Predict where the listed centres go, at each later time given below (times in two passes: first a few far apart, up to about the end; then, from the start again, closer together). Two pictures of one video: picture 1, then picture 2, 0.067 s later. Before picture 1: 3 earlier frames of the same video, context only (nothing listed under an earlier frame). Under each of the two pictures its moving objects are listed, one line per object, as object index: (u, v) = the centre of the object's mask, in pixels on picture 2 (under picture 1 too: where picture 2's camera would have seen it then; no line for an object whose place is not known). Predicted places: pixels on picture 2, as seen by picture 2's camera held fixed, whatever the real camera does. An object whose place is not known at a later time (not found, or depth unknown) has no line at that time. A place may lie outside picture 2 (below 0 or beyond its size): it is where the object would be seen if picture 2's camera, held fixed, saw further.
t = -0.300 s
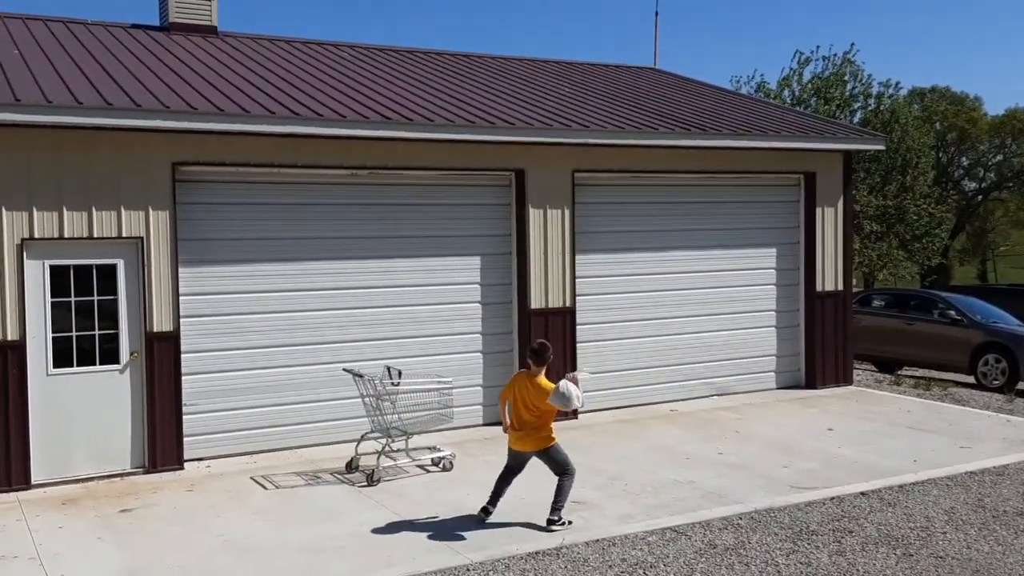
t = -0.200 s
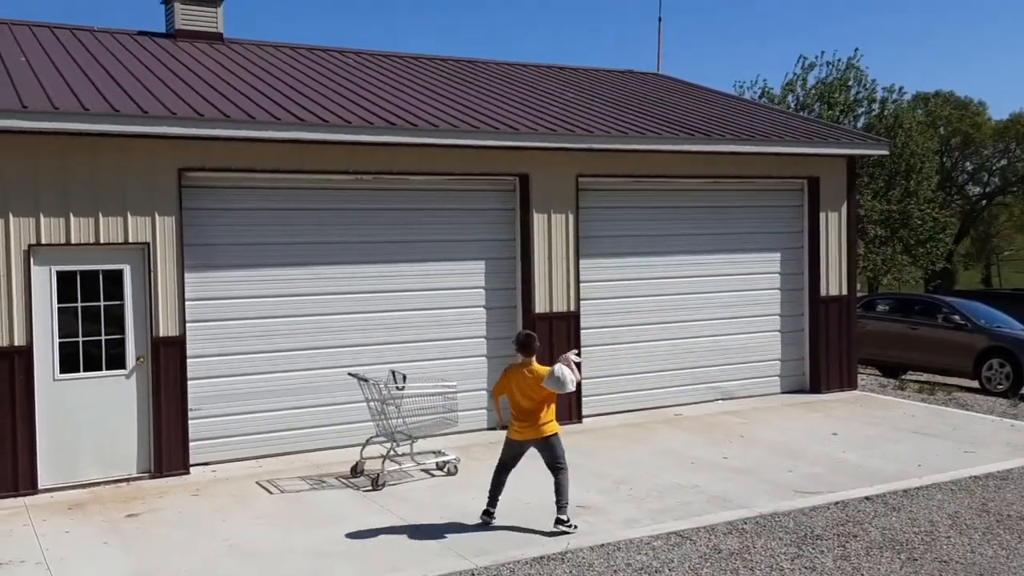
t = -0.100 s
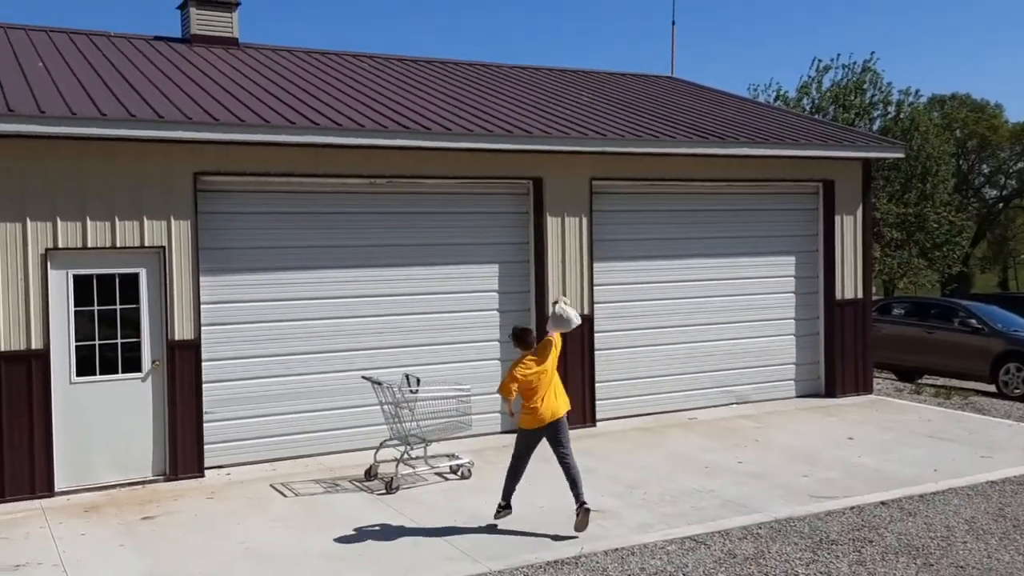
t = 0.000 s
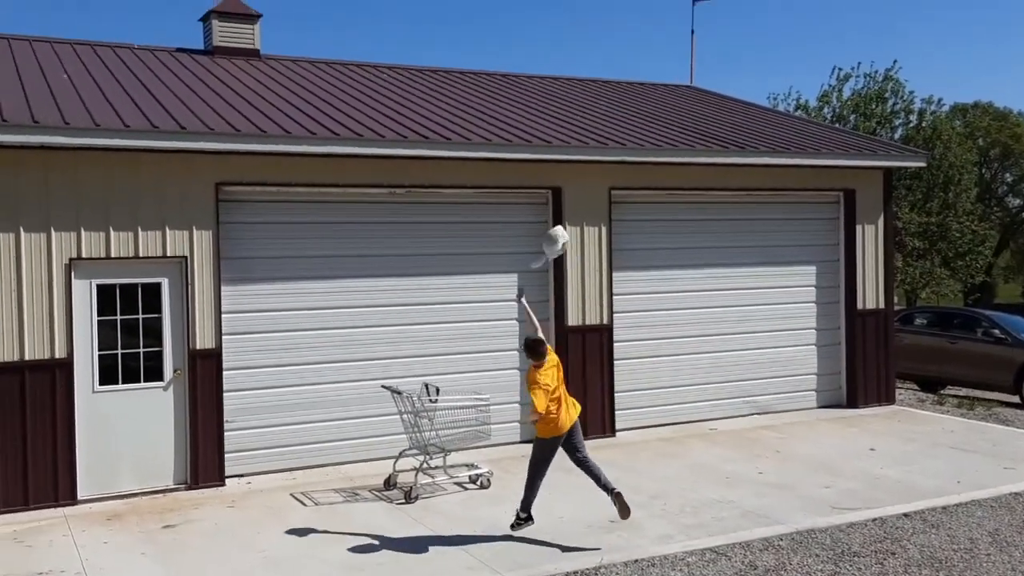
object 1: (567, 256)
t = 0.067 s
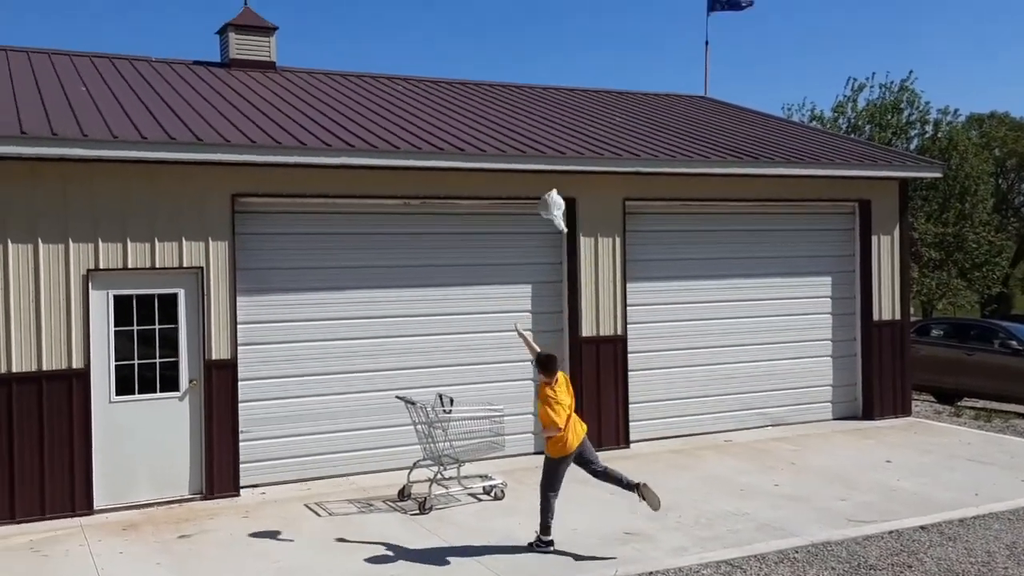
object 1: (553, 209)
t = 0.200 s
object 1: (518, 138)
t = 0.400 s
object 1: (479, 94)
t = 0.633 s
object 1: (448, 100)
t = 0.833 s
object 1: (432, 131)
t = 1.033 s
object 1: (412, 120)
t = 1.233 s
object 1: (402, 129)
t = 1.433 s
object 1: (395, 130)
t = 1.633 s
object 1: (395, 132)
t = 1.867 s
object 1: (403, 134)
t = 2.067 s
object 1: (412, 137)
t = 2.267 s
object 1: (421, 144)
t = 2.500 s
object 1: (429, 207)
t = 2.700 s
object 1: (436, 294)
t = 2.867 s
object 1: (450, 397)
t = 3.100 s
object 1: (469, 445)
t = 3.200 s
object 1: (466, 441)
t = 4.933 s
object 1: (447, 446)
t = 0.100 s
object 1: (544, 187)
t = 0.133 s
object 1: (535, 169)
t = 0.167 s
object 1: (526, 151)
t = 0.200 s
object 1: (518, 138)
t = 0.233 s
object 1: (511, 125)
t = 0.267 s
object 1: (503, 116)
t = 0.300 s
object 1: (495, 109)
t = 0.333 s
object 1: (489, 105)
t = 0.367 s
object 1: (485, 100)
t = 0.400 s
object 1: (479, 94)
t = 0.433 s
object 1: (474, 91)
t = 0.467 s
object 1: (470, 88)
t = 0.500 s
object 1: (465, 86)
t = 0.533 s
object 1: (460, 88)
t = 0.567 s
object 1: (455, 92)
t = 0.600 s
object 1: (451, 96)
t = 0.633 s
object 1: (448, 100)
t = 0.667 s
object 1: (445, 108)
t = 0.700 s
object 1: (442, 116)
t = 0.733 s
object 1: (440, 125)
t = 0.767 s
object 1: (439, 133)
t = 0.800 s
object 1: (436, 136)
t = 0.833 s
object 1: (432, 131)
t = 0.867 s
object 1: (428, 126)
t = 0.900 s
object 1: (425, 120)
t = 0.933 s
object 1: (421, 116)
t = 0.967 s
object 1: (418, 115)
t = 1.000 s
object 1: (414, 116)
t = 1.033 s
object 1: (412, 120)
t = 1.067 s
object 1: (409, 122)
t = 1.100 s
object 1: (407, 125)
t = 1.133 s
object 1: (406, 130)
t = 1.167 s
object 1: (404, 129)
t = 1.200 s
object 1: (403, 129)
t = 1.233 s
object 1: (402, 129)
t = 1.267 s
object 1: (401, 130)
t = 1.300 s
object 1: (399, 131)
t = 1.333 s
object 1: (398, 130)
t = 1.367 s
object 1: (397, 130)
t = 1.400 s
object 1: (396, 130)
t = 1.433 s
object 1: (395, 130)
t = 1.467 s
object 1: (395, 129)
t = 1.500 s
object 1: (395, 129)
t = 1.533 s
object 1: (394, 129)
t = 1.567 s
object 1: (394, 130)
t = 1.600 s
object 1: (395, 131)
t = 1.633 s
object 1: (395, 132)
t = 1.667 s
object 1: (395, 132)
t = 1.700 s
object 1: (394, 133)
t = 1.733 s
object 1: (395, 133)
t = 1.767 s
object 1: (397, 133)
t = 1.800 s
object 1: (399, 133)
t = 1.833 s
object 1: (400, 134)
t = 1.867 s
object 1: (403, 134)
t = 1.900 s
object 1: (404, 134)
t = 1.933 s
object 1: (406, 135)
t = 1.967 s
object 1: (407, 136)
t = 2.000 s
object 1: (410, 136)
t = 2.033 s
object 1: (411, 137)
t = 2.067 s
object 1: (412, 137)
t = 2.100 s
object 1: (414, 137)
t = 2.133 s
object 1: (415, 137)
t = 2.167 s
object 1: (416, 137)
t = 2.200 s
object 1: (418, 139)
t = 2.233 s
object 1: (419, 141)
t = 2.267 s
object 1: (421, 144)
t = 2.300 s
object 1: (424, 148)
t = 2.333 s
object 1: (426, 156)
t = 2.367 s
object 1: (427, 165)
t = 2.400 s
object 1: (428, 174)
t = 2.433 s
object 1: (429, 184)
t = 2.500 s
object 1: (429, 207)
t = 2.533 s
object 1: (430, 219)
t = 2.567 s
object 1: (430, 232)
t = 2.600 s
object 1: (431, 247)
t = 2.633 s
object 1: (432, 261)
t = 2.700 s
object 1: (436, 294)
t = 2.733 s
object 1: (439, 314)
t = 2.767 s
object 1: (442, 338)
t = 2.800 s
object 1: (445, 363)
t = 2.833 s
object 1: (446, 386)
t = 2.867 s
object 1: (450, 397)
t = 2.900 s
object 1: (457, 398)
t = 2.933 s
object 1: (460, 402)
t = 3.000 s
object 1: (470, 431)
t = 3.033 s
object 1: (469, 434)
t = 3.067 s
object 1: (469, 438)
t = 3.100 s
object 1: (469, 445)
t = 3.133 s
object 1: (469, 443)
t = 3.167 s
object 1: (467, 442)
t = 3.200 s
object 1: (466, 441)
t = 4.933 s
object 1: (447, 446)
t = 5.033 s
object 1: (448, 447)
